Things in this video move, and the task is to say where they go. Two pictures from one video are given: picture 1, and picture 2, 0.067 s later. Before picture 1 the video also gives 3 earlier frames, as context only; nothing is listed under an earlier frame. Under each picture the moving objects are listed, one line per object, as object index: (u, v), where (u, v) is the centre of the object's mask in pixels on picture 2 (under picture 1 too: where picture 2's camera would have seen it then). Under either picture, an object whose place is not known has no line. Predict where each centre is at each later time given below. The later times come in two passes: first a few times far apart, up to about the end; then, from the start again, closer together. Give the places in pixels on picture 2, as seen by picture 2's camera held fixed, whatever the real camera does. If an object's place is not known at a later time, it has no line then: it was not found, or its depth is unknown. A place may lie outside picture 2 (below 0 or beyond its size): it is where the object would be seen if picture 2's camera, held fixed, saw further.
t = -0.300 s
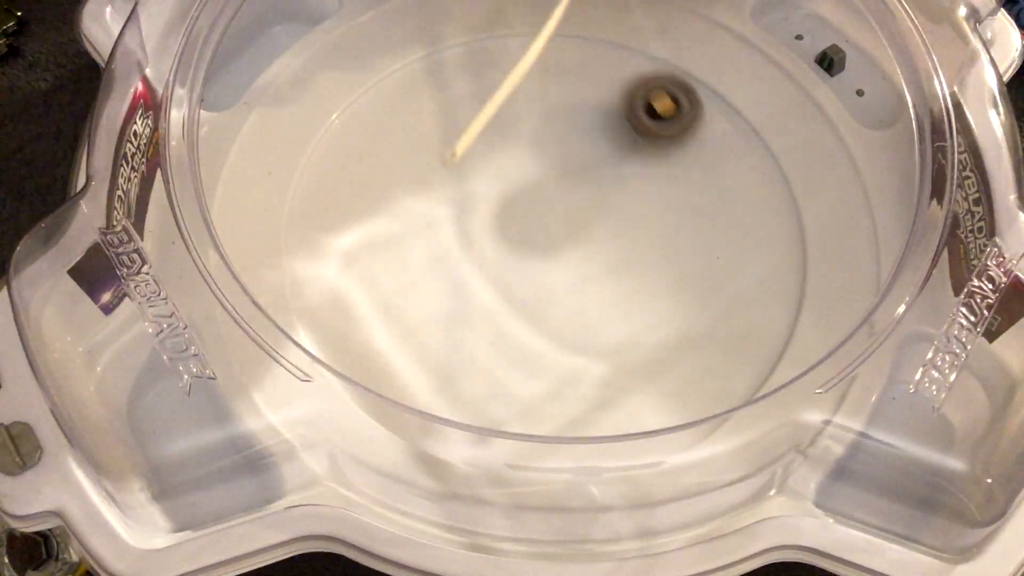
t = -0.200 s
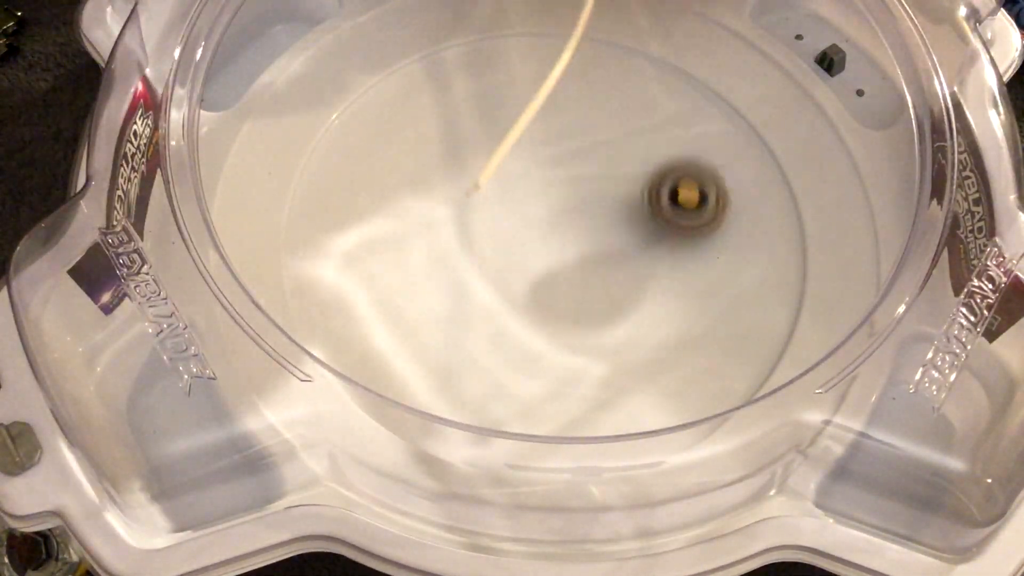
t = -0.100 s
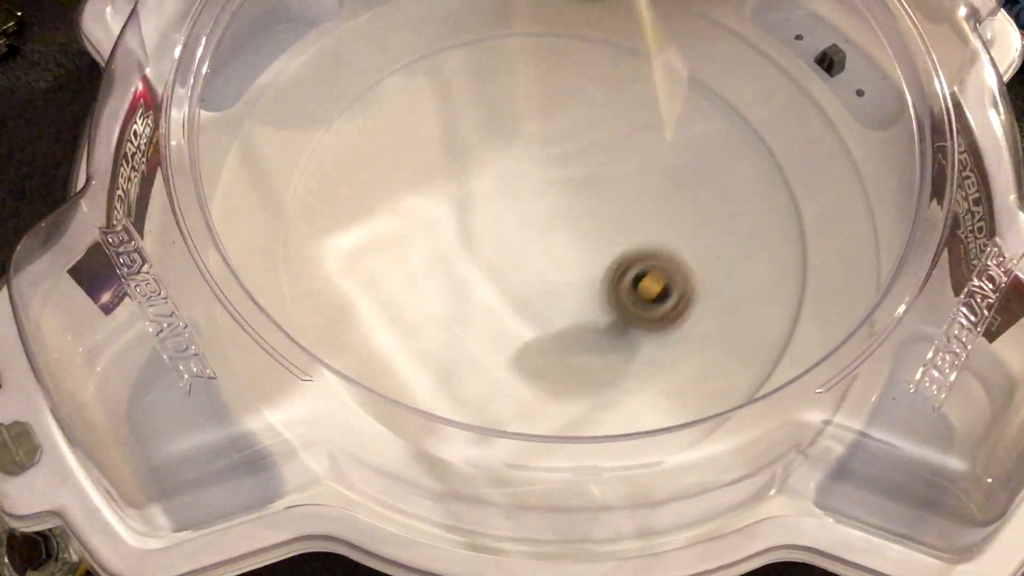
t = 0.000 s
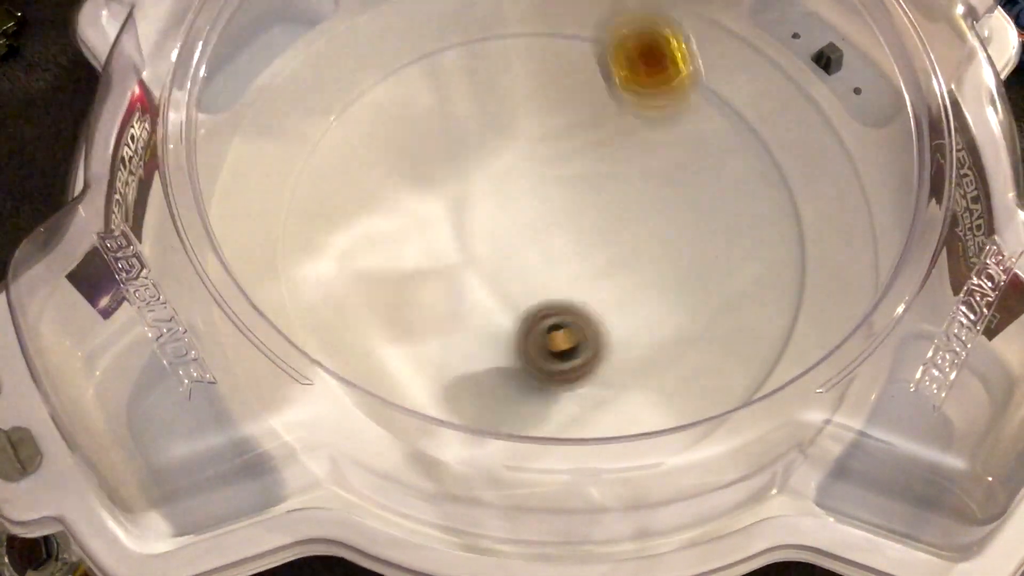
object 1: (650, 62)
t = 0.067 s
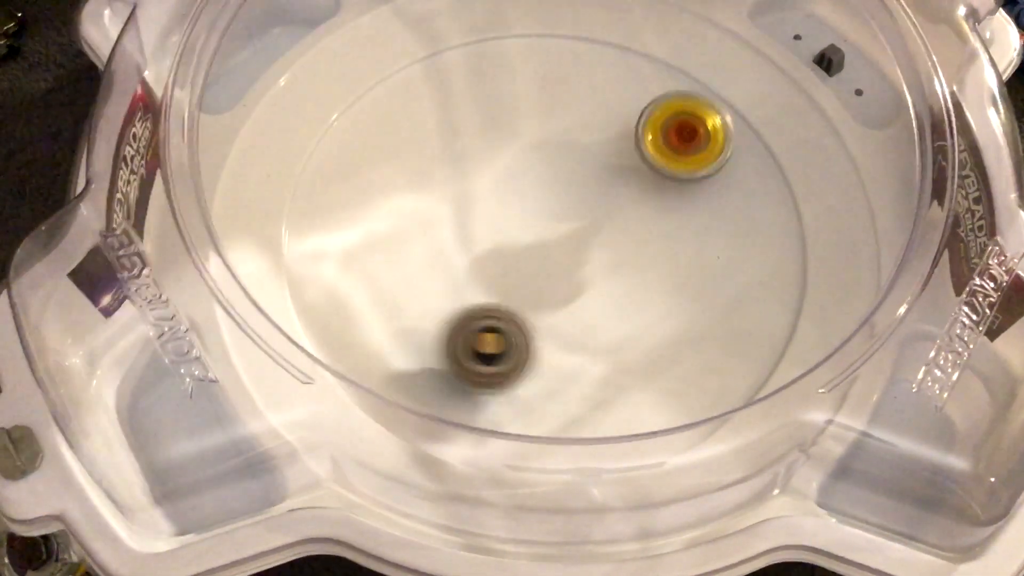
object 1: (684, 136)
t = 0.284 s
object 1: (651, 41)
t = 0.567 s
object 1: (556, 202)
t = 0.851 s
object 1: (550, 66)
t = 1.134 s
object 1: (564, 165)
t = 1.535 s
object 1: (514, 256)
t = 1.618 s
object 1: (680, 298)
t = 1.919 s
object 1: (534, 63)
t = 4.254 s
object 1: (516, 177)
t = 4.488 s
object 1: (373, 364)
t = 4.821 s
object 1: (544, 190)
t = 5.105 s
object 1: (452, 360)
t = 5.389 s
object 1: (568, 115)
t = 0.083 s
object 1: (687, 132)
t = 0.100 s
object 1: (689, 130)
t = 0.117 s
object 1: (690, 131)
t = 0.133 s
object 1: (690, 135)
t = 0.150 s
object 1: (689, 141)
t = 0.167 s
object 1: (688, 131)
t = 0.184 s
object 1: (685, 121)
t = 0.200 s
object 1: (682, 113)
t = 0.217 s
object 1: (679, 103)
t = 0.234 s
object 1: (676, 89)
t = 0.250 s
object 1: (671, 75)
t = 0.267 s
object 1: (665, 57)
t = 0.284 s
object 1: (651, 41)
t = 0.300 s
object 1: (624, 35)
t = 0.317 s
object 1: (590, 33)
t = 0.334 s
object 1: (558, 33)
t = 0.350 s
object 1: (527, 35)
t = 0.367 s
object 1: (502, 40)
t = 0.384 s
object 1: (482, 47)
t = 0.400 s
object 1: (462, 62)
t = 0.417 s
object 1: (447, 80)
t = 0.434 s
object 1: (450, 86)
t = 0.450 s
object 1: (455, 94)
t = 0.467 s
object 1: (459, 106)
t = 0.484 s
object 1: (465, 121)
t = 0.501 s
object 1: (475, 138)
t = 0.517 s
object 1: (486, 157)
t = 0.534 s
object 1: (505, 174)
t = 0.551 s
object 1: (530, 190)
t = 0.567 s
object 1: (556, 202)
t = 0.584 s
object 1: (586, 209)
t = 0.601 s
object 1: (617, 211)
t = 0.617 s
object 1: (646, 207)
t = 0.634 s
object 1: (680, 199)
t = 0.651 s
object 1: (708, 184)
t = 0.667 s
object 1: (731, 166)
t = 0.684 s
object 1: (752, 145)
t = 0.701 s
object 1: (763, 120)
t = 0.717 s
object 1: (738, 103)
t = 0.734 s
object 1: (711, 88)
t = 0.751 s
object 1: (683, 77)
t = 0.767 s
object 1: (655, 70)
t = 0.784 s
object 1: (627, 66)
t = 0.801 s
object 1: (597, 68)
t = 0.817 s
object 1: (580, 64)
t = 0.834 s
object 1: (565, 63)
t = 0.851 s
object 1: (550, 66)
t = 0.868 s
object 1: (536, 71)
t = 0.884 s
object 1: (526, 80)
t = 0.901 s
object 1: (518, 93)
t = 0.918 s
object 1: (513, 110)
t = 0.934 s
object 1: (511, 130)
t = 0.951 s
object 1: (514, 151)
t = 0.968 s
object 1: (524, 172)
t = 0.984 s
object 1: (532, 186)
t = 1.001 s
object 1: (529, 174)
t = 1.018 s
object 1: (526, 166)
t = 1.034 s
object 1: (526, 162)
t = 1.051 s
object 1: (530, 159)
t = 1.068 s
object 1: (533, 159)
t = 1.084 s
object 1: (538, 160)
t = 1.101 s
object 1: (545, 163)
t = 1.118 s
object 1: (553, 165)
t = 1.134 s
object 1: (564, 165)
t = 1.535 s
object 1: (514, 256)
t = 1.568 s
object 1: (570, 289)
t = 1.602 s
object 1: (640, 302)
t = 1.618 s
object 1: (680, 298)
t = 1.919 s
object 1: (534, 63)
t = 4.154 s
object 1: (650, 235)
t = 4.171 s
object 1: (632, 219)
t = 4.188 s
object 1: (616, 209)
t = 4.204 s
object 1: (594, 198)
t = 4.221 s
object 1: (569, 189)
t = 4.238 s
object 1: (543, 183)
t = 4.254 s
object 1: (516, 177)
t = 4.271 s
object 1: (492, 175)
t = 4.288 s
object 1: (462, 175)
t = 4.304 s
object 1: (441, 177)
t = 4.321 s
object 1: (415, 183)
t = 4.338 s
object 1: (395, 192)
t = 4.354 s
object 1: (375, 205)
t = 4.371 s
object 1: (356, 221)
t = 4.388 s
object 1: (343, 236)
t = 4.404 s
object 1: (331, 259)
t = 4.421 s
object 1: (322, 282)
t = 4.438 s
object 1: (321, 299)
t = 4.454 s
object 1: (325, 315)
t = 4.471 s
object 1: (347, 338)
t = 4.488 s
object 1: (373, 364)
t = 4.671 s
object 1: (608, 320)
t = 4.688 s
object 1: (614, 300)
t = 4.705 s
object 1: (618, 276)
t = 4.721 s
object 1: (616, 253)
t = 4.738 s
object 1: (611, 236)
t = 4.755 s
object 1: (601, 228)
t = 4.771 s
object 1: (591, 220)
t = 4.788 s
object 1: (577, 210)
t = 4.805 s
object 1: (561, 199)
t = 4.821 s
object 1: (544, 190)
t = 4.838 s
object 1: (525, 184)
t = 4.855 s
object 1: (504, 180)
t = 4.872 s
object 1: (484, 179)
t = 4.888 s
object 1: (460, 179)
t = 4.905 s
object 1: (440, 182)
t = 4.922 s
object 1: (423, 188)
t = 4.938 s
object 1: (402, 198)
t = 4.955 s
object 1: (388, 208)
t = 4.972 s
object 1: (374, 225)
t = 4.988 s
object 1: (368, 241)
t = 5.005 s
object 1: (365, 263)
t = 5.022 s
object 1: (368, 284)
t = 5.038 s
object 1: (376, 301)
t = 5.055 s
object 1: (388, 320)
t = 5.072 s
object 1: (407, 338)
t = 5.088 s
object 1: (425, 350)
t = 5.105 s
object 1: (452, 360)
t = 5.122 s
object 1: (478, 366)
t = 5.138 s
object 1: (505, 368)
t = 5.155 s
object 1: (529, 364)
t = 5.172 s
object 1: (552, 356)
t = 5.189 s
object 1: (573, 344)
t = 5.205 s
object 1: (592, 329)
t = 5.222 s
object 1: (605, 313)
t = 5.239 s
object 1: (617, 295)
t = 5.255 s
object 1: (625, 272)
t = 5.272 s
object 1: (630, 248)
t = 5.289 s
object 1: (632, 226)
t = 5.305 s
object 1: (629, 206)
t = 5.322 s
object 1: (622, 183)
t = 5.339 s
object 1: (612, 165)
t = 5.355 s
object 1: (600, 146)
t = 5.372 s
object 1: (585, 131)
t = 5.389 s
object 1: (568, 115)
